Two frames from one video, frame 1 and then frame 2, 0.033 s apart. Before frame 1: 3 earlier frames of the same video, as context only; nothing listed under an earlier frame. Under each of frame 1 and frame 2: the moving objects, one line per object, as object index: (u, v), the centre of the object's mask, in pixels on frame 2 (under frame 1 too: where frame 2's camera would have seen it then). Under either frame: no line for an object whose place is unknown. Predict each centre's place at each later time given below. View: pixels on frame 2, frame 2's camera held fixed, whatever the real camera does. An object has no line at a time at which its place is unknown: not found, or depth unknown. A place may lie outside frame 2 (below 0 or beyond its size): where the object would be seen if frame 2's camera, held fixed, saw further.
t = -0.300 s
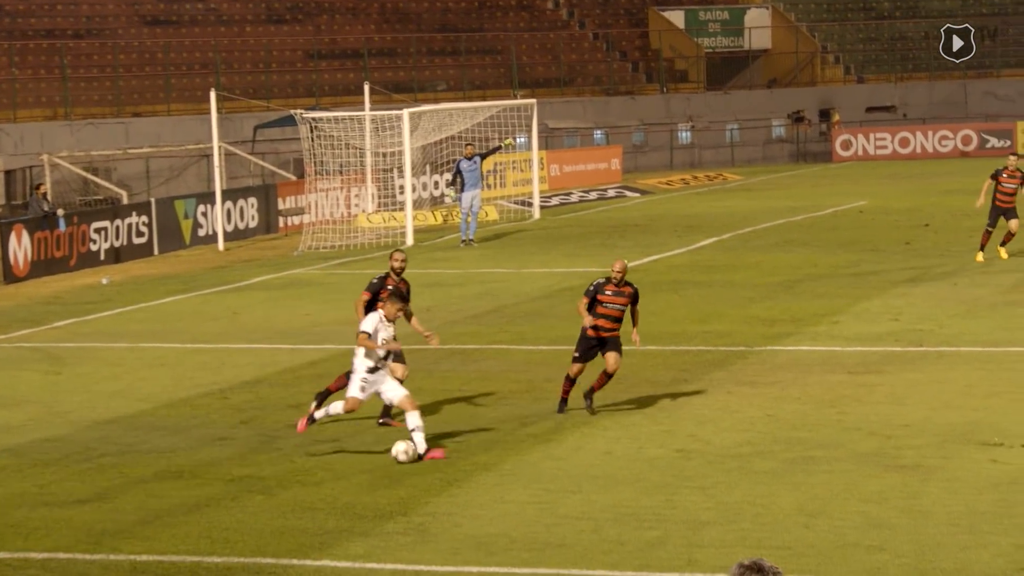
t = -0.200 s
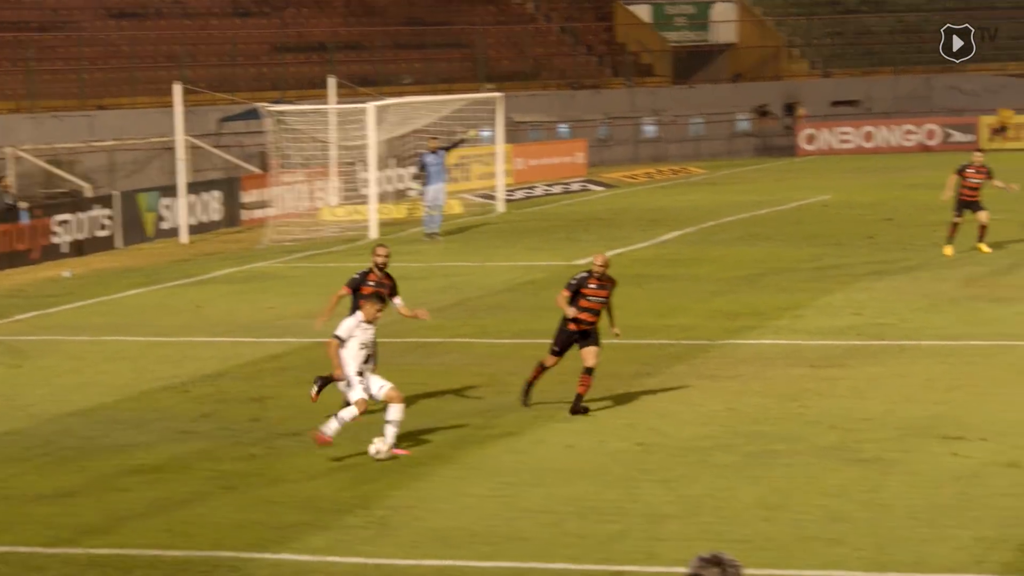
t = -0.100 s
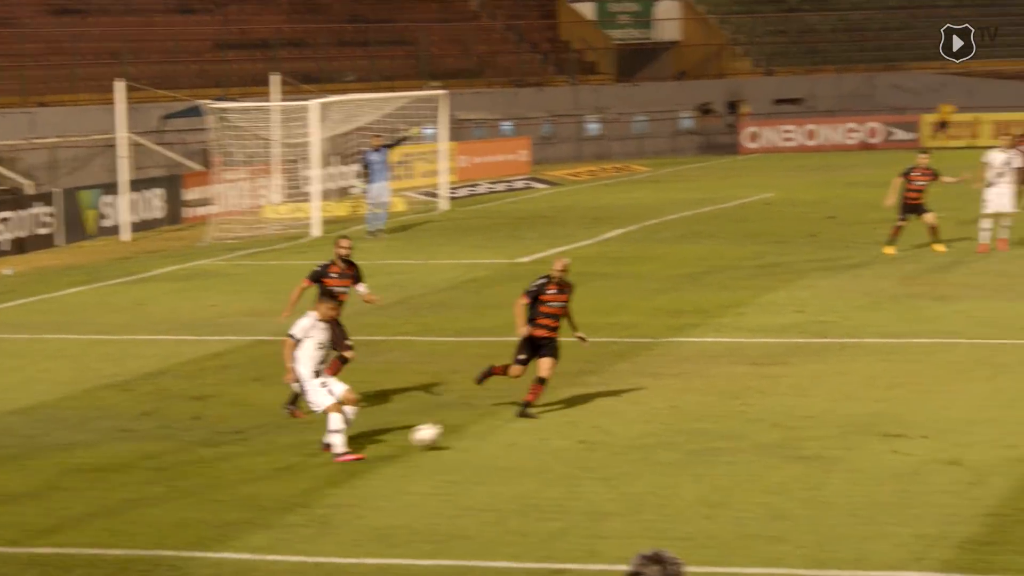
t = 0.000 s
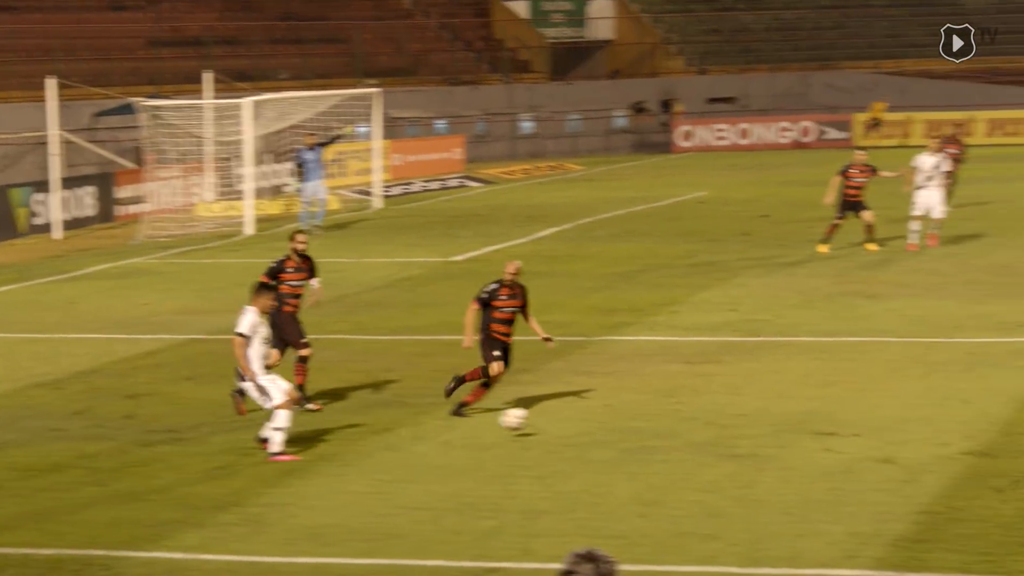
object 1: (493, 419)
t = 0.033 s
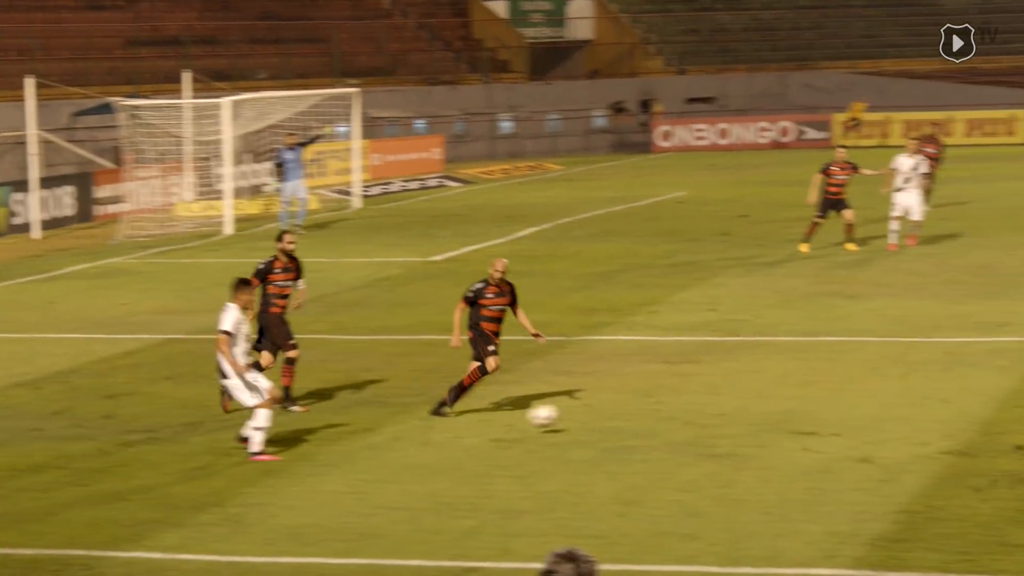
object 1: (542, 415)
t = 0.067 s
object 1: (591, 415)
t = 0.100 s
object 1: (638, 414)
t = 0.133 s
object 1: (683, 411)
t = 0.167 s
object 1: (722, 404)
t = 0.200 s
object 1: (762, 399)
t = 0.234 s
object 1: (799, 394)
